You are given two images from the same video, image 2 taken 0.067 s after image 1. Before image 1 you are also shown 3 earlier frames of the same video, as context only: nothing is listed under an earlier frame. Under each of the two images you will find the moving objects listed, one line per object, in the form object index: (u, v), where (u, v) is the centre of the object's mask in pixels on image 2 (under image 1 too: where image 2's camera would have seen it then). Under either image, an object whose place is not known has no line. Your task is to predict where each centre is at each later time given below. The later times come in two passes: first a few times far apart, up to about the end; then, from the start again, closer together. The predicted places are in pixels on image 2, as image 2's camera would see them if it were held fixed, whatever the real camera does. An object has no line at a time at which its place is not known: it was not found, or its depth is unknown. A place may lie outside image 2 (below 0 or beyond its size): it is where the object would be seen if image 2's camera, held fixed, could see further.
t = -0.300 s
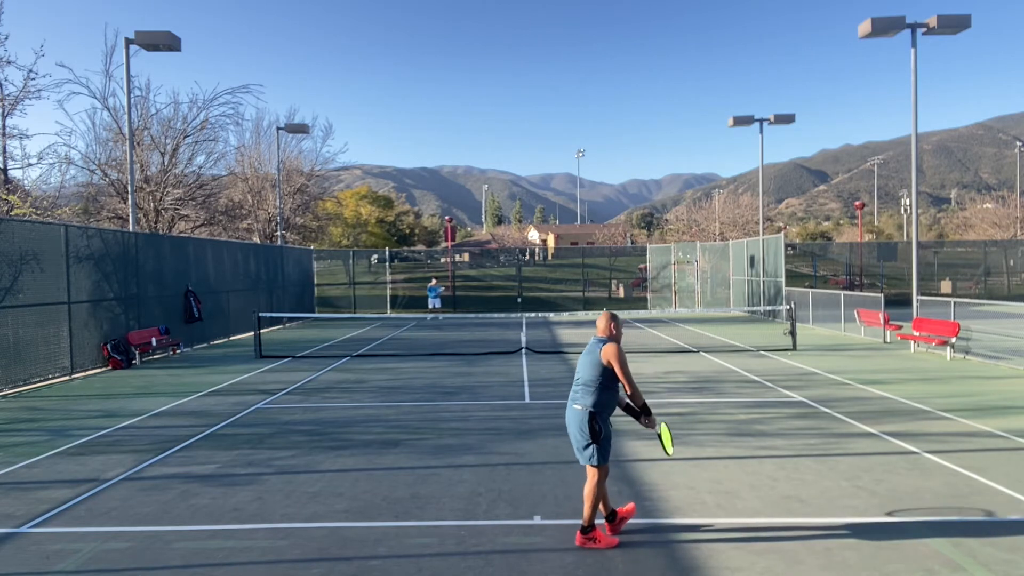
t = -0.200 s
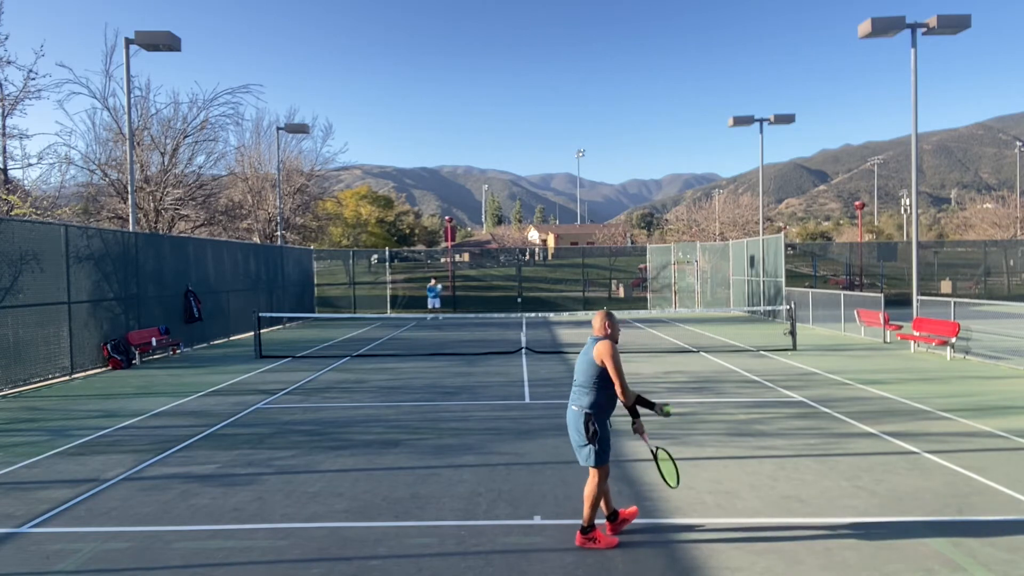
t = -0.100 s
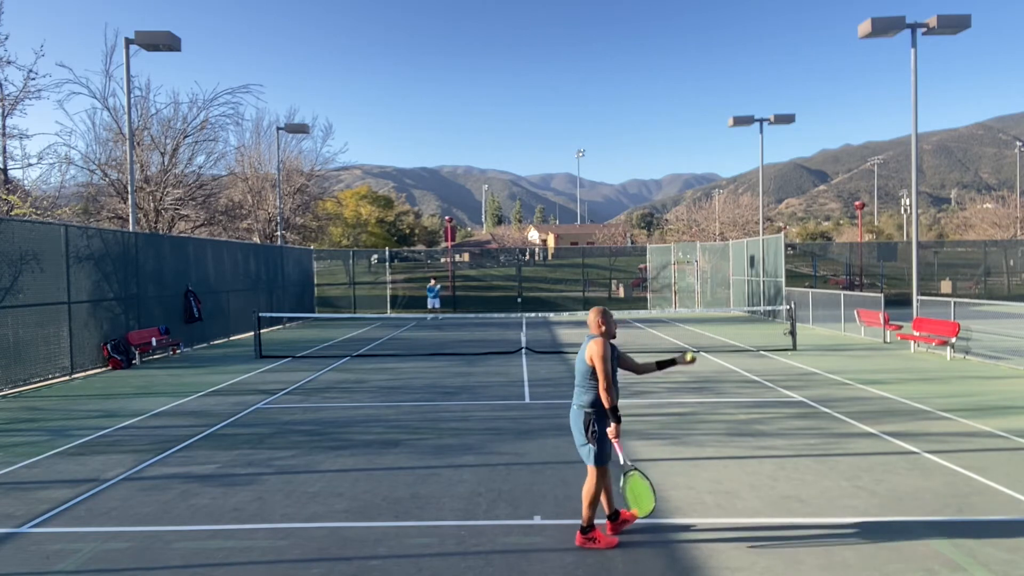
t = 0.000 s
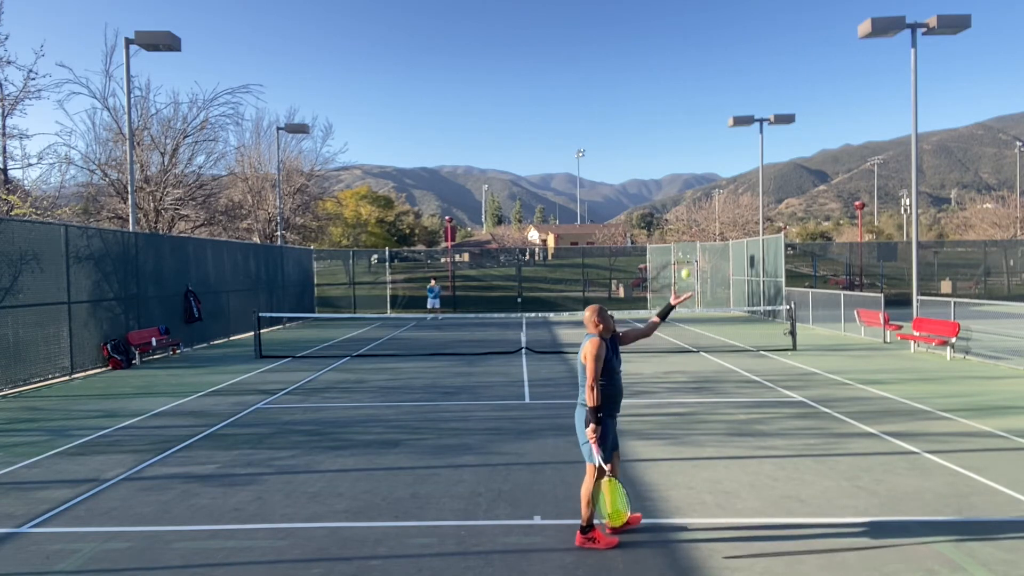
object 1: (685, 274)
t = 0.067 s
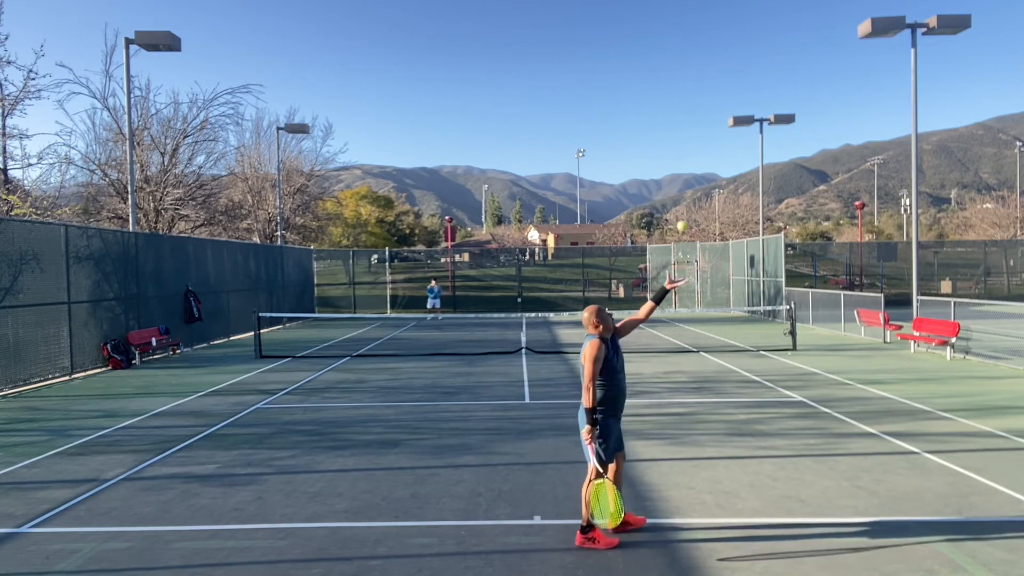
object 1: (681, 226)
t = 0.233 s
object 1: (672, 134)
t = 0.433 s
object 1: (663, 76)
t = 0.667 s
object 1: (653, 76)
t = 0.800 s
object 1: (647, 108)
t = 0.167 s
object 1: (676, 166)
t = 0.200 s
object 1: (674, 149)
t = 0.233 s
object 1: (672, 134)
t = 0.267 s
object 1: (671, 121)
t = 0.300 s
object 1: (669, 109)
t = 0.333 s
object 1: (668, 98)
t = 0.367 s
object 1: (666, 89)
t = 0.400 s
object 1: (664, 81)
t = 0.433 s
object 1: (663, 76)
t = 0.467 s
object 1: (661, 71)
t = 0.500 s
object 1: (660, 68)
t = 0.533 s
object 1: (658, 67)
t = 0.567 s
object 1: (657, 67)
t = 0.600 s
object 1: (655, 69)
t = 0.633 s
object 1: (654, 72)
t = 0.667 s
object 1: (653, 76)
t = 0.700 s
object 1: (651, 82)
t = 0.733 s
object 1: (650, 89)
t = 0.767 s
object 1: (649, 98)
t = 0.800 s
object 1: (647, 108)
